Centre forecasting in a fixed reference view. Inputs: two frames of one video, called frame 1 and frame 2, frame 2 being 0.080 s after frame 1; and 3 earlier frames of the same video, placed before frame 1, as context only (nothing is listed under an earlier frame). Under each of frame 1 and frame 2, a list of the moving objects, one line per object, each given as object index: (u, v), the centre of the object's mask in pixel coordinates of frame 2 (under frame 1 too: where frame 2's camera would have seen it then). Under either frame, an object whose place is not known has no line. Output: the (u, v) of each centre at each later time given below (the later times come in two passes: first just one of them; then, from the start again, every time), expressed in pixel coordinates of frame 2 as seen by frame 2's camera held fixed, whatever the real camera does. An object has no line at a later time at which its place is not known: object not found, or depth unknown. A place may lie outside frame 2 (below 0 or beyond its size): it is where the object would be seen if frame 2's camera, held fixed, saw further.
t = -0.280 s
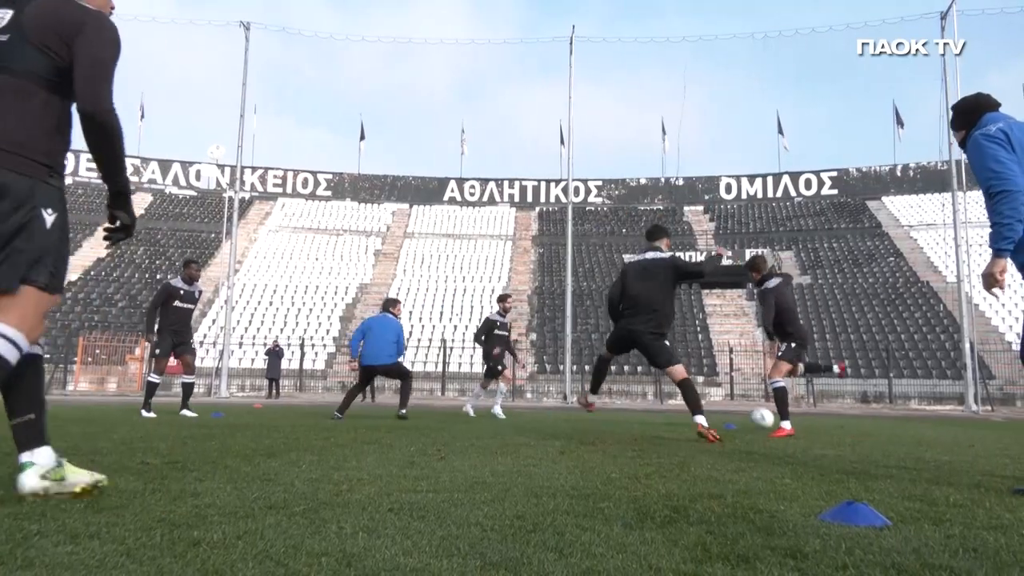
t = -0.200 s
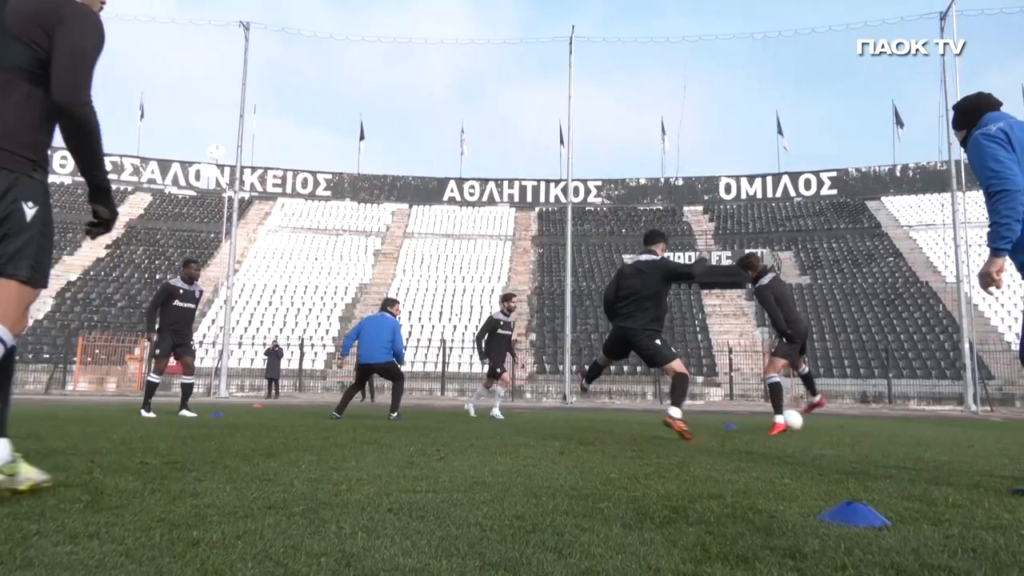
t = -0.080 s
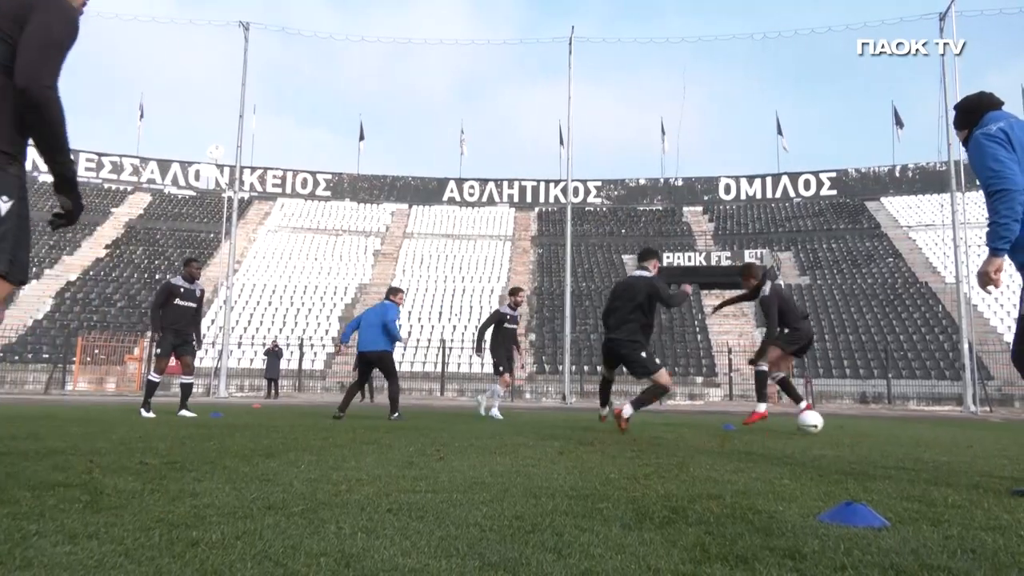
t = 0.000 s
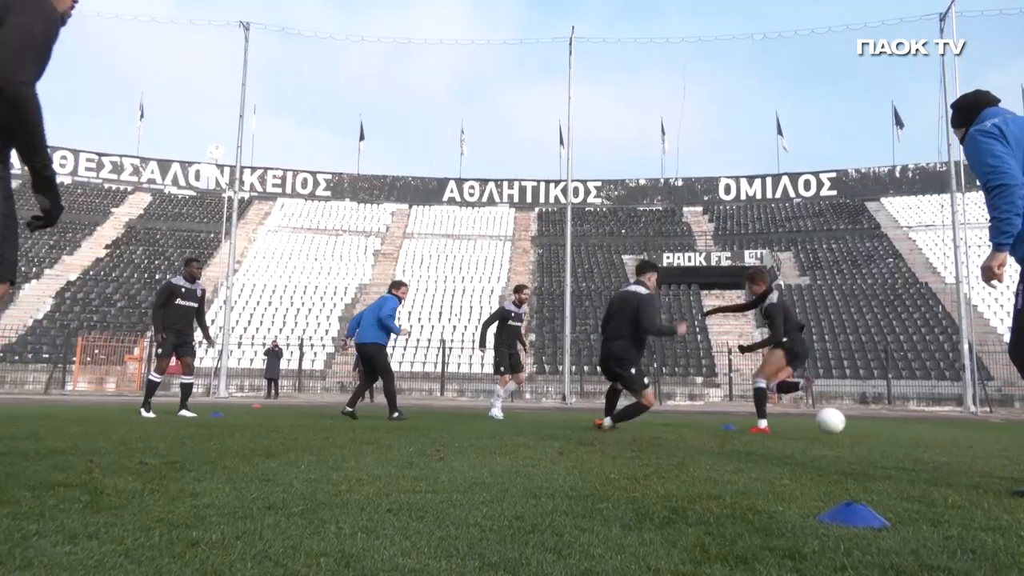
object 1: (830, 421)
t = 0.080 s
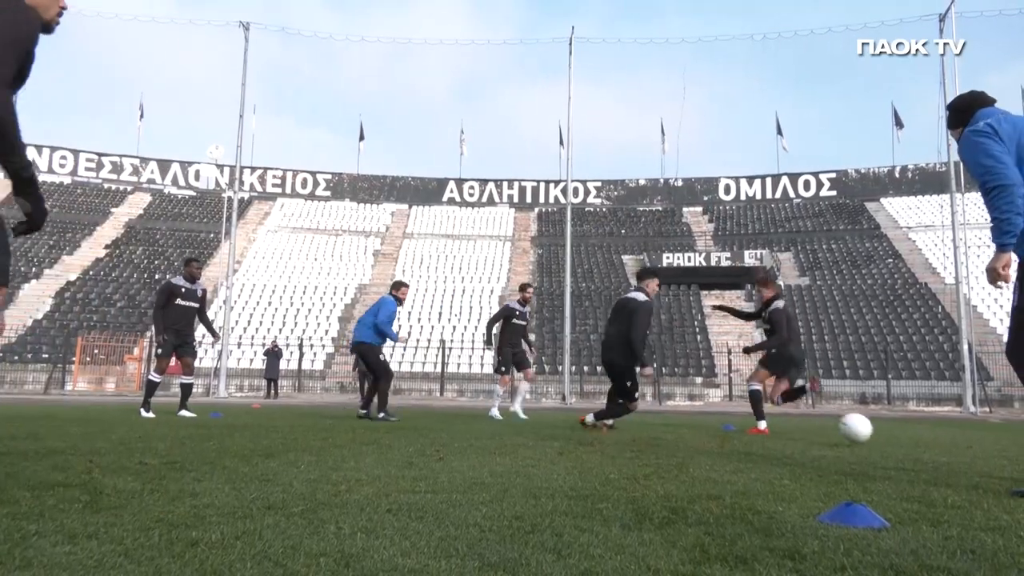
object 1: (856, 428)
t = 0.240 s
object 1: (925, 438)
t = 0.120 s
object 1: (871, 435)
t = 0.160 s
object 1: (887, 436)
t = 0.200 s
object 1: (905, 435)
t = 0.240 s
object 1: (925, 438)
